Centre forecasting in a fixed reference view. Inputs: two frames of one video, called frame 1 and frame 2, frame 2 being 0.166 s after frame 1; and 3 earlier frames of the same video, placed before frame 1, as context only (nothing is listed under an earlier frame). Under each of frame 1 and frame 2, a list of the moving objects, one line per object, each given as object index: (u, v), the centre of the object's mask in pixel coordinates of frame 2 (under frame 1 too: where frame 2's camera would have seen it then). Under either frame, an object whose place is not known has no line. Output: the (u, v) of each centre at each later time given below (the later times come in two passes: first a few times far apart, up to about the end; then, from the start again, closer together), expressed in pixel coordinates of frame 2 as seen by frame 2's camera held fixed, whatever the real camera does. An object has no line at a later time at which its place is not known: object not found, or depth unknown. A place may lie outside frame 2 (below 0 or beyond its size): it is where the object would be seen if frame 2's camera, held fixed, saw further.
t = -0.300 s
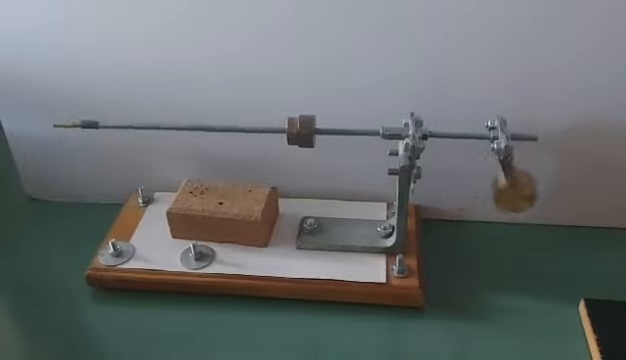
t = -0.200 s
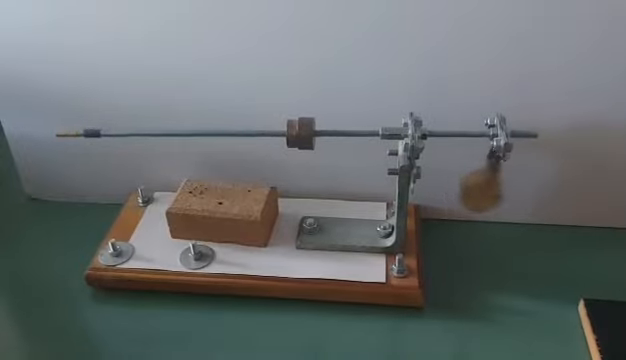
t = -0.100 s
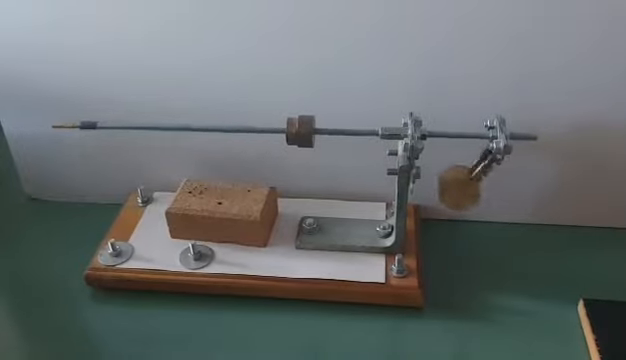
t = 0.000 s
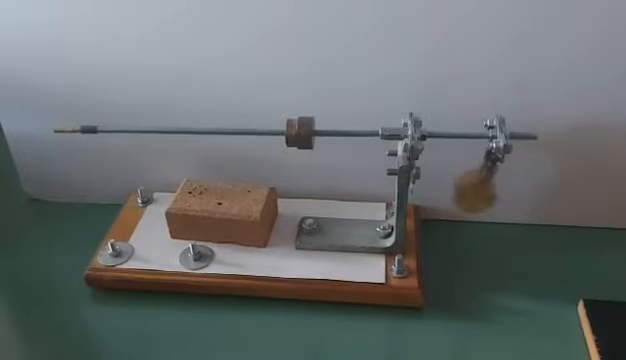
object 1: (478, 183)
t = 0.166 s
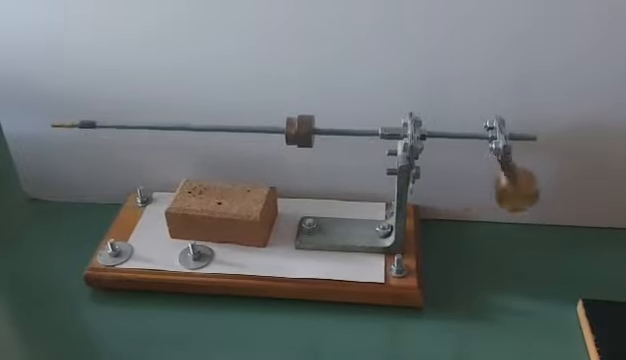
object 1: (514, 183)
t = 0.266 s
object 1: (494, 185)
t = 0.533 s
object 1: (487, 185)
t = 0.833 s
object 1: (476, 183)
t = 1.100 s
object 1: (507, 187)
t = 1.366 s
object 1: (467, 183)
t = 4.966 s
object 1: (469, 182)
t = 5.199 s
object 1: (513, 184)
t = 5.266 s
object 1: (498, 188)
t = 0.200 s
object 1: (512, 184)
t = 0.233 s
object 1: (504, 185)
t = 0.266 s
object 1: (494, 185)
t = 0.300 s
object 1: (484, 184)
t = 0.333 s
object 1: (475, 182)
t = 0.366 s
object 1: (469, 180)
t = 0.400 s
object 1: (467, 180)
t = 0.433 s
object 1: (467, 180)
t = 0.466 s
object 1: (471, 180)
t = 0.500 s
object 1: (478, 183)
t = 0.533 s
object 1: (487, 185)
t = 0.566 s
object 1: (498, 186)
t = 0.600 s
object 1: (508, 185)
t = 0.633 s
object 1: (513, 184)
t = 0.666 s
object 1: (515, 186)
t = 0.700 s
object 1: (512, 184)
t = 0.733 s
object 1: (505, 188)
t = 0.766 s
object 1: (494, 185)
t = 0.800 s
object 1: (484, 184)
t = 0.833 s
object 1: (476, 183)
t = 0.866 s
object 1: (469, 181)
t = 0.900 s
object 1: (467, 180)
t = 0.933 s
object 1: (467, 180)
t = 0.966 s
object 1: (470, 181)
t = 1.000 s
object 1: (477, 182)
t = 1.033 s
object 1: (487, 184)
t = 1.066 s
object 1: (498, 185)
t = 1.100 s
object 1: (507, 187)
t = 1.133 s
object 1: (514, 185)
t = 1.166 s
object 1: (514, 186)
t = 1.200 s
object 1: (512, 186)
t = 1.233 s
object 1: (505, 187)
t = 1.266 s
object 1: (494, 185)
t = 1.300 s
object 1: (484, 184)
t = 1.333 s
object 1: (473, 185)
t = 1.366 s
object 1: (467, 183)
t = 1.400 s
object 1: (464, 182)
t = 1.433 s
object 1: (464, 182)
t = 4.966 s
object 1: (469, 182)
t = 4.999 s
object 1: (476, 185)
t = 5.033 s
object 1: (485, 185)
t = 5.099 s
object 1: (506, 184)
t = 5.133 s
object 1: (513, 184)
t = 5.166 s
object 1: (515, 184)
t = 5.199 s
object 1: (513, 184)
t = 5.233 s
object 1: (507, 185)
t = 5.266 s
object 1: (498, 188)
